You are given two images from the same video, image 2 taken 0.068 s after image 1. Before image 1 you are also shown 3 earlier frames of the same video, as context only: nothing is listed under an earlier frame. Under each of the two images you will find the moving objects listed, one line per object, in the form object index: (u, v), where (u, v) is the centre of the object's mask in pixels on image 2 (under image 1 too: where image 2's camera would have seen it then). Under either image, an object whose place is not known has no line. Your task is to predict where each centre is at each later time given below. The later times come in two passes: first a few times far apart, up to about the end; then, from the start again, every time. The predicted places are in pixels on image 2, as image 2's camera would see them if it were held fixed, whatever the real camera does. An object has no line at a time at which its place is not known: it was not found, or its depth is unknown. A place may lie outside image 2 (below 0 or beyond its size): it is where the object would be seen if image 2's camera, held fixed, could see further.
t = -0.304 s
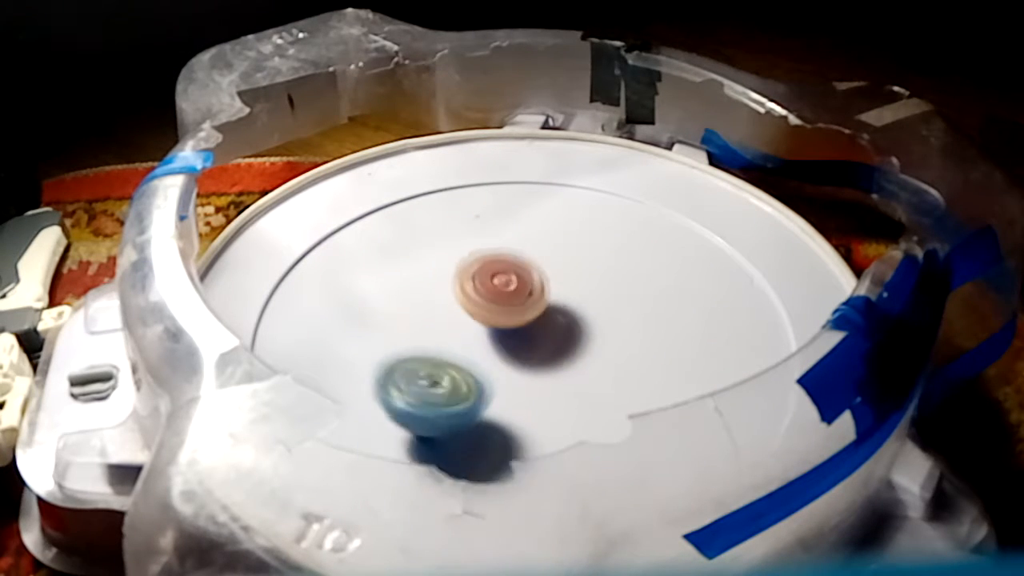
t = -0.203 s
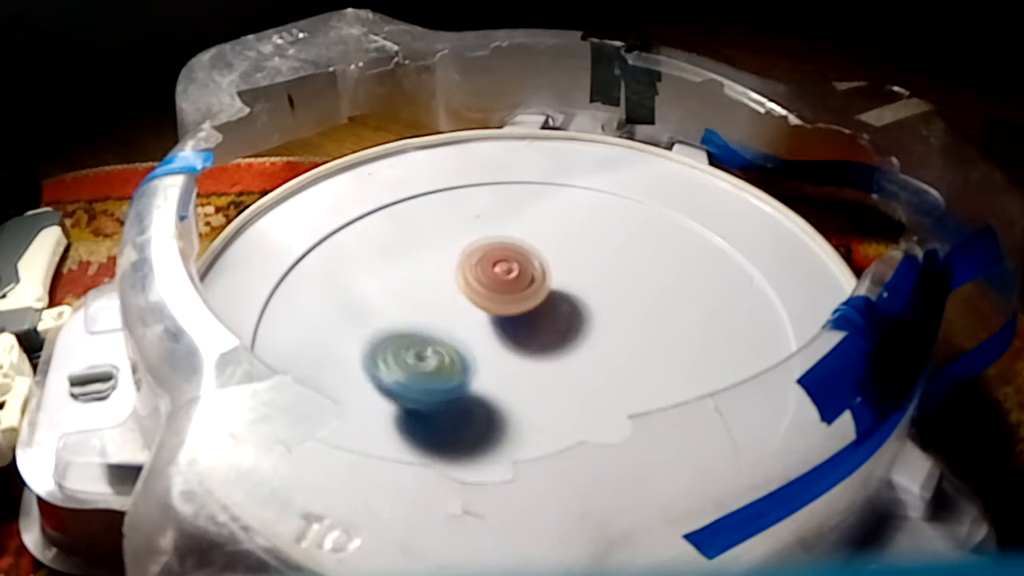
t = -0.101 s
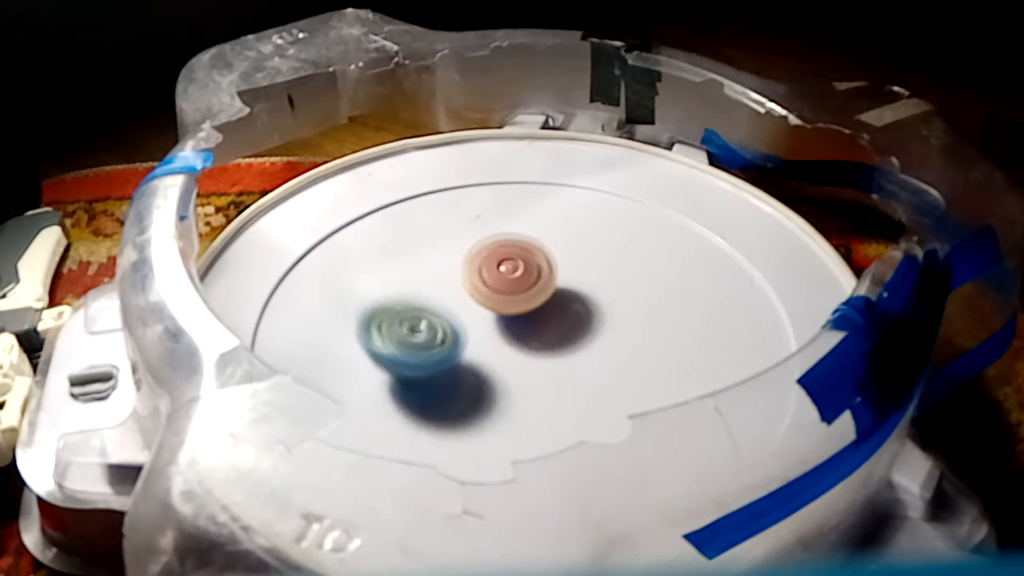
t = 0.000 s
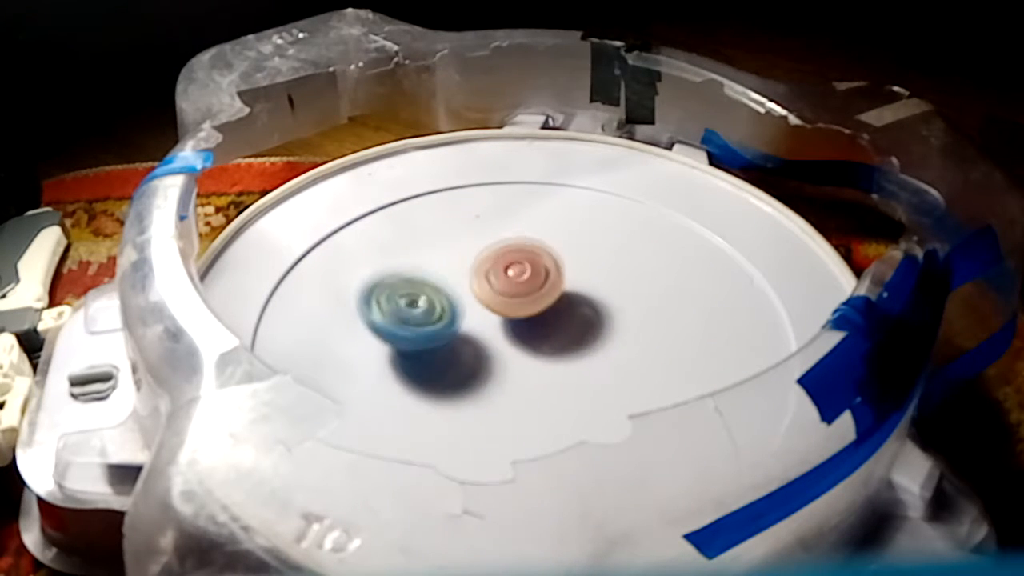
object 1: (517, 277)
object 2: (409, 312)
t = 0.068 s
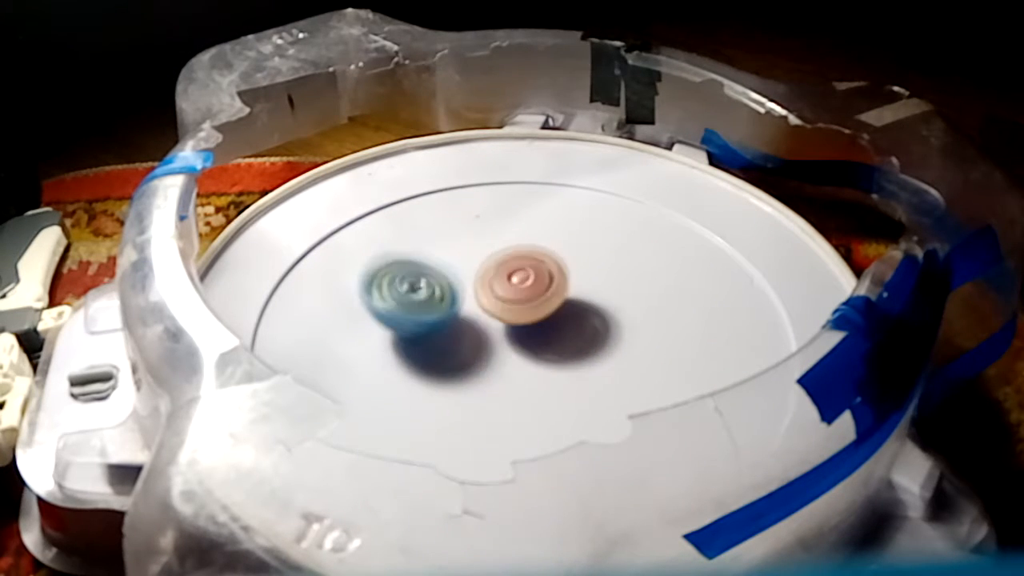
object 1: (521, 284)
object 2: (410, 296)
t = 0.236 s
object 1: (522, 308)
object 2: (432, 272)
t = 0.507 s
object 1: (497, 350)
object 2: (466, 254)
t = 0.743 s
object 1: (458, 352)
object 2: (541, 281)
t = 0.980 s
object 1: (464, 330)
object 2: (616, 303)
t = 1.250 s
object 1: (500, 315)
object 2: (630, 338)
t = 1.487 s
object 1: (512, 320)
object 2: (627, 361)
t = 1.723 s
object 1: (495, 305)
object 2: (555, 390)
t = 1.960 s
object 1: (494, 287)
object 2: (469, 390)
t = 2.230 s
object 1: (514, 304)
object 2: (419, 347)
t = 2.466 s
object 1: (537, 331)
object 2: (385, 305)
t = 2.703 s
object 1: (510, 345)
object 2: (422, 291)
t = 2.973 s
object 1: (497, 349)
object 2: (501, 263)
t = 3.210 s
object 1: (507, 339)
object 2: (568, 273)
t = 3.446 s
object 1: (507, 341)
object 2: (624, 291)
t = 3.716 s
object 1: (480, 335)
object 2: (607, 337)
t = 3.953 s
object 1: (478, 313)
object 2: (549, 375)
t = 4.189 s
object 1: (548, 314)
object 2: (467, 376)
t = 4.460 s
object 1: (569, 347)
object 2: (480, 324)
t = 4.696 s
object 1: (508, 371)
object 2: (510, 283)
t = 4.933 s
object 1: (469, 355)
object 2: (493, 268)
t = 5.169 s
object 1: (483, 349)
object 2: (519, 293)
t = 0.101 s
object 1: (523, 288)
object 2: (413, 290)
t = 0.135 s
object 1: (523, 293)
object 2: (416, 284)
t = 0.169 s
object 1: (523, 299)
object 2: (421, 280)
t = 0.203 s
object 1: (522, 303)
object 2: (424, 275)
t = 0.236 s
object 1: (522, 308)
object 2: (432, 272)
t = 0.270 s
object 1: (522, 315)
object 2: (438, 269)
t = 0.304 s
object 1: (522, 323)
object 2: (440, 262)
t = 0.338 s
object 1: (519, 329)
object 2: (442, 257)
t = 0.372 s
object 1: (516, 334)
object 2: (446, 253)
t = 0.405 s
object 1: (513, 339)
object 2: (450, 252)
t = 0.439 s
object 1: (508, 343)
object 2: (453, 251)
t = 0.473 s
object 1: (502, 347)
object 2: (459, 252)
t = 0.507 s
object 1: (497, 350)
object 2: (466, 254)
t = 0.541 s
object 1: (491, 352)
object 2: (472, 256)
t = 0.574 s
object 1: (485, 354)
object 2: (482, 260)
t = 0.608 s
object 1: (478, 355)
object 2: (493, 265)
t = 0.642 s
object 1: (473, 355)
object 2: (504, 268)
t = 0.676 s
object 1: (467, 355)
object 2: (515, 273)
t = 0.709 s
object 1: (462, 354)
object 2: (529, 278)
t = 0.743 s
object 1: (458, 352)
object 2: (541, 281)
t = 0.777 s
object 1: (456, 350)
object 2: (554, 286)
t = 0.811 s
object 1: (454, 346)
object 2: (568, 291)
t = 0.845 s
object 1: (454, 344)
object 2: (579, 293)
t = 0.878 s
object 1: (454, 340)
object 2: (591, 297)
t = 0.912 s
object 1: (457, 337)
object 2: (603, 300)
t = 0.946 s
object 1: (459, 334)
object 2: (610, 301)
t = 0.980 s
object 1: (464, 330)
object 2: (616, 303)
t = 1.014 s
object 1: (469, 327)
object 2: (621, 305)
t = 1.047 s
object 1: (474, 325)
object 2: (622, 307)
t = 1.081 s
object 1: (482, 323)
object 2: (623, 311)
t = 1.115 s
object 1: (488, 321)
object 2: (624, 315)
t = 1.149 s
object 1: (496, 321)
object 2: (619, 320)
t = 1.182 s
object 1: (503, 320)
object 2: (615, 325)
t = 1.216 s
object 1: (501, 316)
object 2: (623, 332)
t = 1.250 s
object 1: (500, 315)
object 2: (630, 338)
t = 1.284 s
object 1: (503, 314)
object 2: (636, 344)
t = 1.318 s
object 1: (505, 315)
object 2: (639, 347)
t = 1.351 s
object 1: (507, 316)
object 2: (641, 351)
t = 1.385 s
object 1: (508, 316)
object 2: (642, 354)
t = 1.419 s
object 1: (511, 317)
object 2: (639, 356)
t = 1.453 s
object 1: (512, 318)
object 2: (634, 359)
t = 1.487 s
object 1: (512, 320)
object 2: (627, 361)
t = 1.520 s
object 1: (514, 320)
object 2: (618, 363)
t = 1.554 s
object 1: (513, 321)
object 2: (609, 366)
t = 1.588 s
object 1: (511, 319)
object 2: (597, 369)
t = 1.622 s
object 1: (506, 315)
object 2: (588, 374)
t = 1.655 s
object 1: (501, 310)
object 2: (578, 381)
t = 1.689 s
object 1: (498, 307)
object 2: (571, 385)
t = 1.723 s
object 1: (495, 305)
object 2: (555, 390)
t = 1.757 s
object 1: (491, 301)
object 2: (544, 393)
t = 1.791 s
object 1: (490, 297)
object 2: (530, 394)
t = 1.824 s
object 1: (489, 294)
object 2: (517, 397)
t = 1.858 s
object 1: (489, 291)
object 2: (505, 394)
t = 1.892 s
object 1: (489, 289)
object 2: (492, 395)
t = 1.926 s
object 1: (492, 288)
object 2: (480, 392)
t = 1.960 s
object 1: (494, 287)
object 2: (469, 390)
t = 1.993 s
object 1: (496, 287)
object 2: (458, 386)
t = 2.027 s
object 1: (499, 287)
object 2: (449, 383)
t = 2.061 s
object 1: (502, 288)
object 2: (441, 379)
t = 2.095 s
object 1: (505, 290)
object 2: (434, 371)
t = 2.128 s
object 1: (508, 292)
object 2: (429, 368)
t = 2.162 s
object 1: (510, 295)
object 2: (425, 361)
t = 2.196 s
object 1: (513, 298)
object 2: (421, 354)
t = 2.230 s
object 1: (514, 304)
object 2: (419, 347)
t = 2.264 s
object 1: (517, 307)
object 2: (418, 340)
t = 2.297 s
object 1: (519, 311)
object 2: (415, 332)
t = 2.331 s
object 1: (531, 315)
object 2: (408, 327)
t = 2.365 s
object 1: (536, 320)
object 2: (399, 321)
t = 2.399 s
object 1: (537, 324)
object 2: (393, 315)
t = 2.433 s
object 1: (537, 328)
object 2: (387, 308)
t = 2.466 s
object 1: (537, 331)
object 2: (385, 305)
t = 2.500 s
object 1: (536, 335)
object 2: (382, 299)
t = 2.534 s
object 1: (533, 337)
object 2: (385, 297)
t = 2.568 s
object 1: (530, 340)
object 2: (387, 293)
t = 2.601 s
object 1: (526, 342)
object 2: (394, 292)
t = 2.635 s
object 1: (521, 345)
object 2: (400, 289)
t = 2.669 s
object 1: (515, 345)
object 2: (410, 287)
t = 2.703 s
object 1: (510, 345)
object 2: (422, 291)
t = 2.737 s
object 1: (505, 344)
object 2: (433, 289)
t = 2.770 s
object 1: (505, 349)
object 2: (444, 284)
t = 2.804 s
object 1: (501, 351)
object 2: (452, 280)
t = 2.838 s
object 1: (499, 350)
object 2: (462, 275)
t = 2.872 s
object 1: (500, 350)
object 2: (471, 274)
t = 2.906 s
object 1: (501, 351)
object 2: (481, 267)
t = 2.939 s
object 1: (499, 351)
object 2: (491, 267)
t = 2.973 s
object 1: (497, 349)
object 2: (501, 263)
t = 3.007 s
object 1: (499, 349)
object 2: (512, 264)
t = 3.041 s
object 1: (500, 348)
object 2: (522, 262)
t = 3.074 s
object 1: (500, 346)
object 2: (534, 264)
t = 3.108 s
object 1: (500, 344)
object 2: (541, 266)
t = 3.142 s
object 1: (503, 342)
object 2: (550, 266)
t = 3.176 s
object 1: (506, 341)
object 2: (561, 270)
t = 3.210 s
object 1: (507, 339)
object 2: (568, 273)
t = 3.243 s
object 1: (512, 338)
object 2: (577, 278)
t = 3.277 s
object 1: (514, 337)
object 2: (583, 280)
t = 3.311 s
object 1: (509, 339)
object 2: (594, 281)
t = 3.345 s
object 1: (506, 338)
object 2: (605, 285)
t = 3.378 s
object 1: (507, 339)
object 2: (614, 287)
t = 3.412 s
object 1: (507, 340)
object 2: (622, 290)
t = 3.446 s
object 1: (507, 341)
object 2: (624, 291)
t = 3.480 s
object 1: (507, 342)
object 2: (627, 295)
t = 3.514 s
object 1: (505, 342)
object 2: (628, 301)
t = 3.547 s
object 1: (506, 342)
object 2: (624, 304)
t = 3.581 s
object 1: (506, 342)
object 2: (622, 309)
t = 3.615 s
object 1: (505, 341)
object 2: (616, 316)
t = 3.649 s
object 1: (503, 341)
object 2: (609, 324)
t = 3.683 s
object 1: (489, 338)
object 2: (610, 330)
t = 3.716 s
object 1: (480, 335)
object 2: (607, 337)
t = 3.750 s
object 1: (476, 332)
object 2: (596, 343)
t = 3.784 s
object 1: (476, 329)
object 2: (587, 351)
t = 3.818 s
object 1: (475, 329)
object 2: (577, 357)
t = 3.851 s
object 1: (471, 326)
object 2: (572, 361)
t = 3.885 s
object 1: (467, 317)
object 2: (564, 369)
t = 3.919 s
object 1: (471, 313)
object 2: (555, 375)
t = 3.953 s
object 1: (478, 313)
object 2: (549, 375)
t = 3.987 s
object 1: (482, 313)
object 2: (543, 377)
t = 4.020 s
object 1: (486, 313)
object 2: (532, 375)
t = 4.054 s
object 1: (490, 312)
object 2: (520, 376)
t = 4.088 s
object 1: (504, 310)
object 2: (501, 378)
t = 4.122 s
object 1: (519, 308)
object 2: (484, 382)
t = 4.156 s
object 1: (537, 312)
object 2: (474, 380)
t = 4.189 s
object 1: (548, 314)
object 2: (467, 376)
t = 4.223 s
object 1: (561, 317)
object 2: (463, 371)
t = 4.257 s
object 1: (569, 323)
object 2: (461, 367)
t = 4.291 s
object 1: (575, 327)
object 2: (461, 360)
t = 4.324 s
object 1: (578, 330)
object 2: (459, 359)
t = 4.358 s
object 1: (578, 335)
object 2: (462, 351)
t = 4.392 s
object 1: (576, 338)
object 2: (471, 349)
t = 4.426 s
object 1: (574, 344)
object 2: (474, 335)
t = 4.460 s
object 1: (569, 347)
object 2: (480, 324)
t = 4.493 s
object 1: (563, 351)
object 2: (487, 317)
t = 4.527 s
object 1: (557, 356)
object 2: (496, 315)
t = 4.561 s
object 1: (552, 364)
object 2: (503, 304)
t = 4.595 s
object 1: (545, 368)
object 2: (506, 297)
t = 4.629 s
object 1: (532, 373)
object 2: (510, 291)
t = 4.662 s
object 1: (517, 377)
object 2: (512, 287)
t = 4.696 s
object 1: (508, 371)
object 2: (510, 283)
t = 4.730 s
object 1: (501, 372)
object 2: (508, 281)
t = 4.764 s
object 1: (492, 376)
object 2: (495, 269)
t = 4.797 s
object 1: (483, 374)
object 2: (494, 269)
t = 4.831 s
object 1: (475, 373)
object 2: (492, 268)
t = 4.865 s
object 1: (470, 367)
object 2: (492, 268)
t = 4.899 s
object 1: (468, 362)
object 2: (492, 268)
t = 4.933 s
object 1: (469, 355)
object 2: (493, 268)
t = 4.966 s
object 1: (470, 350)
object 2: (495, 270)
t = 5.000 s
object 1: (474, 347)
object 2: (496, 271)
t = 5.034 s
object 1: (478, 346)
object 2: (499, 272)
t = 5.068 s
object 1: (480, 347)
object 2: (504, 277)
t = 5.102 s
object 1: (483, 348)
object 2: (513, 286)
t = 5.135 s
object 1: (484, 348)
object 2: (516, 289)
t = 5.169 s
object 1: (483, 349)
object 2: (519, 293)
